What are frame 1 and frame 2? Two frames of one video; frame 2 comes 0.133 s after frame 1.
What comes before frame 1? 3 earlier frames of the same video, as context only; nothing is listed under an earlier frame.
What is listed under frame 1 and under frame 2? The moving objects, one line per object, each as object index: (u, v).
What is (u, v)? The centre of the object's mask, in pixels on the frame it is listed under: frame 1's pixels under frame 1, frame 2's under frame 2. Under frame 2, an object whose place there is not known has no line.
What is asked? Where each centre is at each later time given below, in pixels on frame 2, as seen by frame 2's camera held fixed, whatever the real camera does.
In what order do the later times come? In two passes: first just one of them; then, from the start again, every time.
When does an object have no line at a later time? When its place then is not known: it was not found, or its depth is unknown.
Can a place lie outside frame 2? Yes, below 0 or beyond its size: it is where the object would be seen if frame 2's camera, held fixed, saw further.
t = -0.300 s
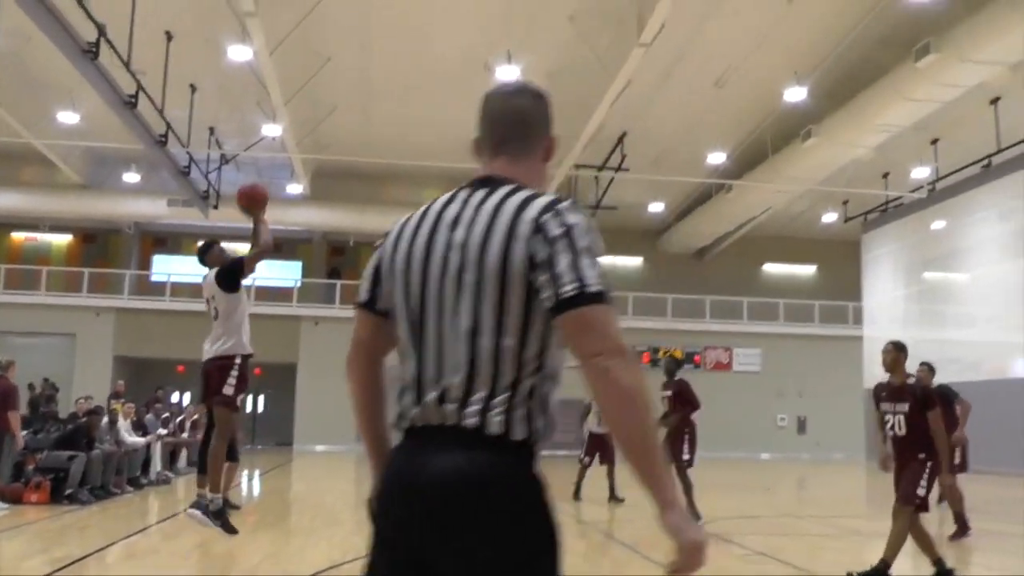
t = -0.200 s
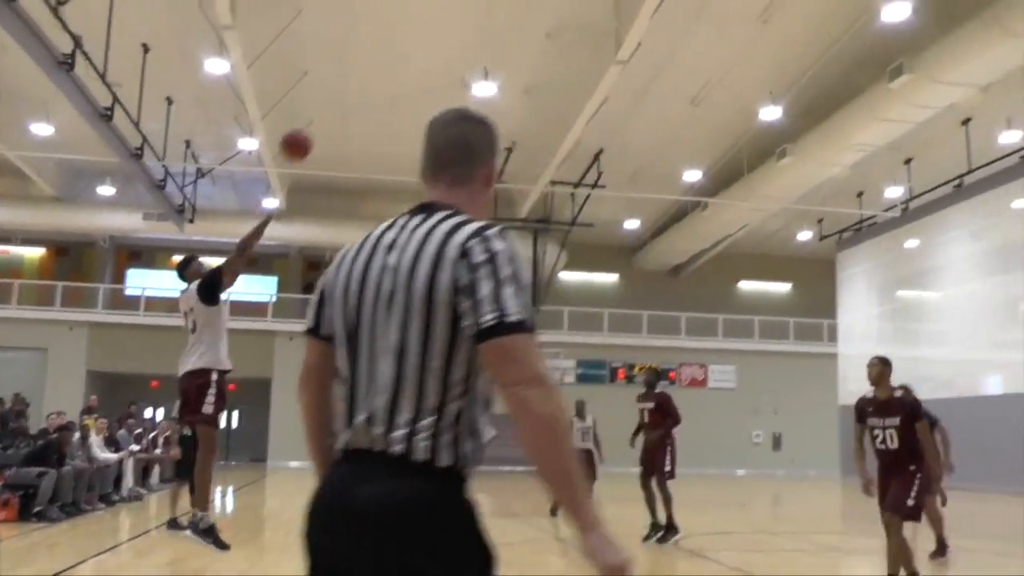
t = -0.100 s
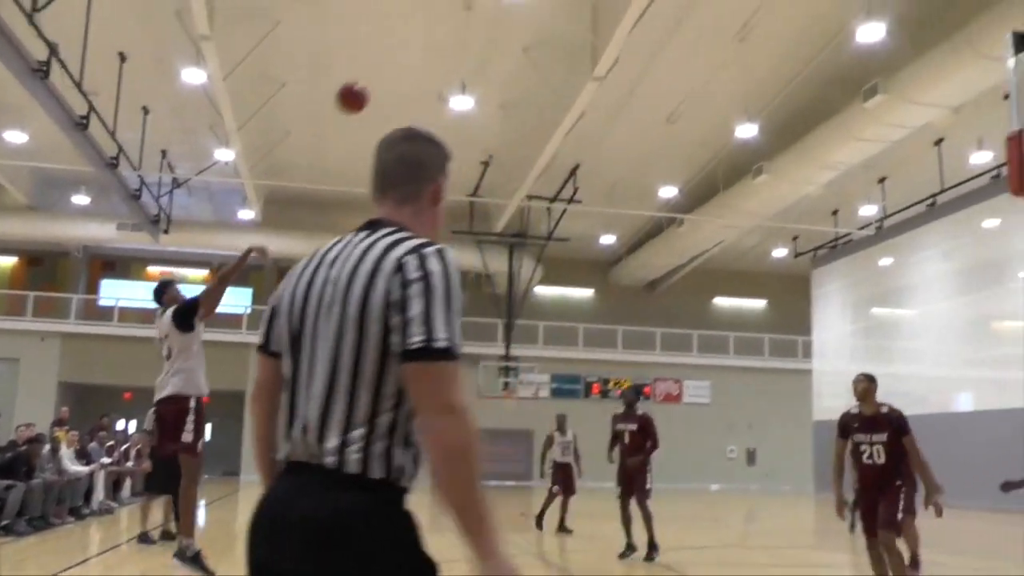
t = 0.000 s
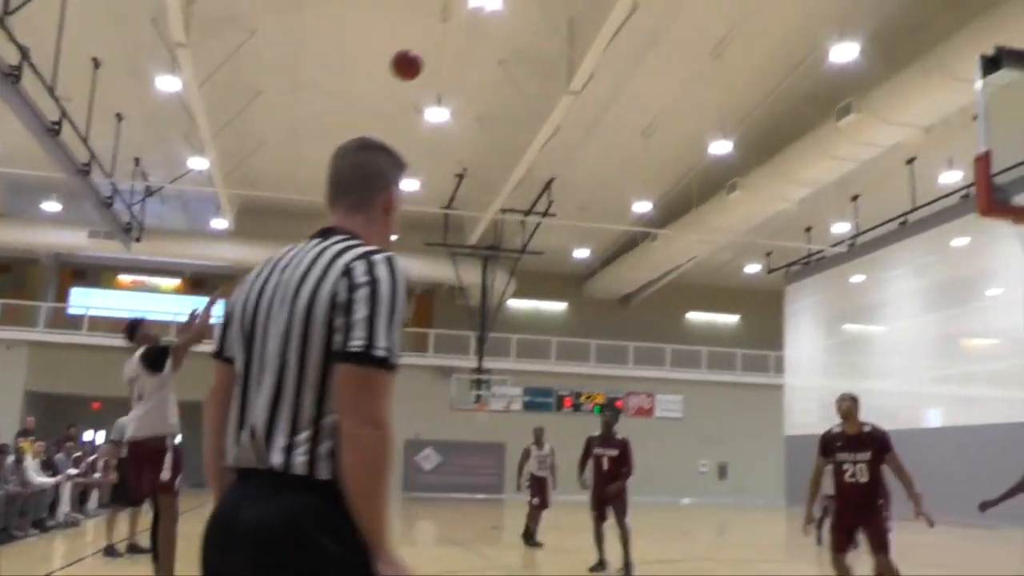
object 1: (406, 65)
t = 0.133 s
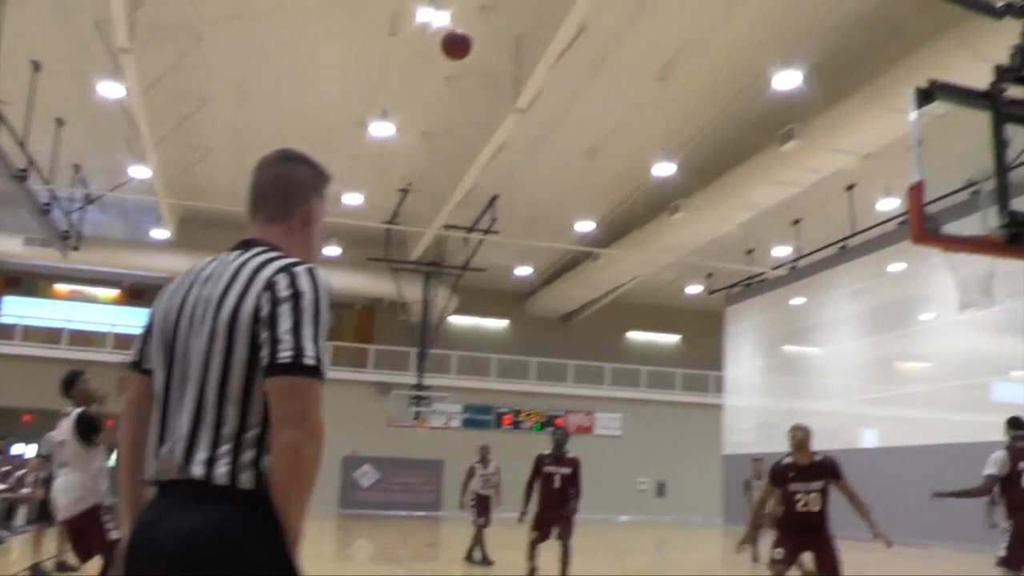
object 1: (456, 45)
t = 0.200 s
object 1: (501, 35)
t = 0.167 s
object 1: (478, 39)
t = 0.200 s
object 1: (501, 35)
